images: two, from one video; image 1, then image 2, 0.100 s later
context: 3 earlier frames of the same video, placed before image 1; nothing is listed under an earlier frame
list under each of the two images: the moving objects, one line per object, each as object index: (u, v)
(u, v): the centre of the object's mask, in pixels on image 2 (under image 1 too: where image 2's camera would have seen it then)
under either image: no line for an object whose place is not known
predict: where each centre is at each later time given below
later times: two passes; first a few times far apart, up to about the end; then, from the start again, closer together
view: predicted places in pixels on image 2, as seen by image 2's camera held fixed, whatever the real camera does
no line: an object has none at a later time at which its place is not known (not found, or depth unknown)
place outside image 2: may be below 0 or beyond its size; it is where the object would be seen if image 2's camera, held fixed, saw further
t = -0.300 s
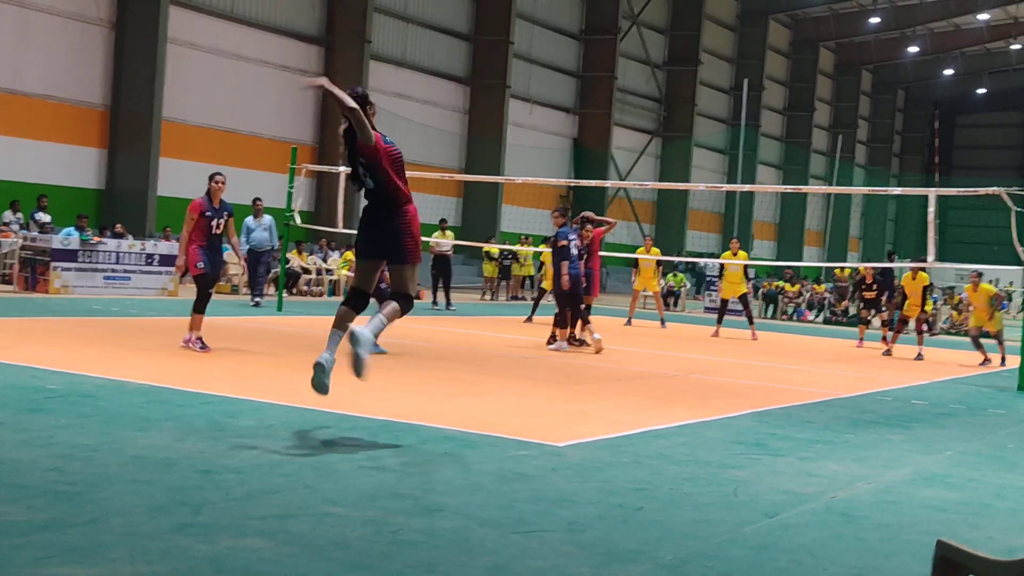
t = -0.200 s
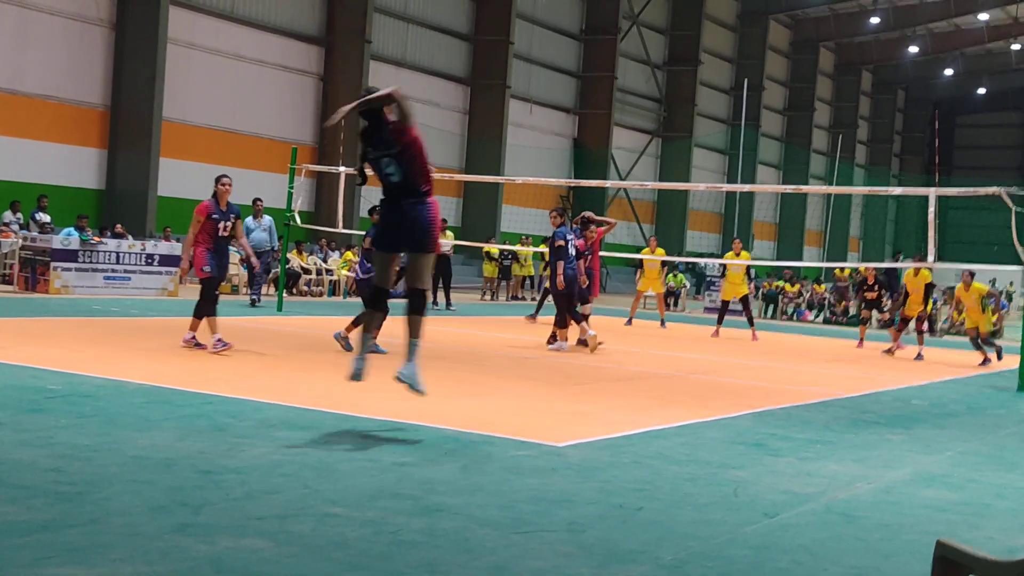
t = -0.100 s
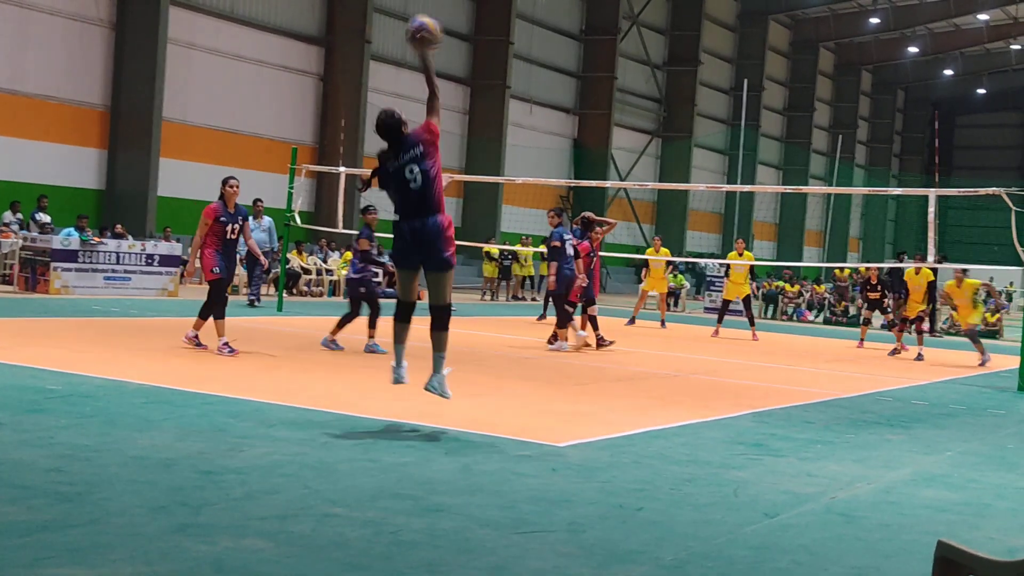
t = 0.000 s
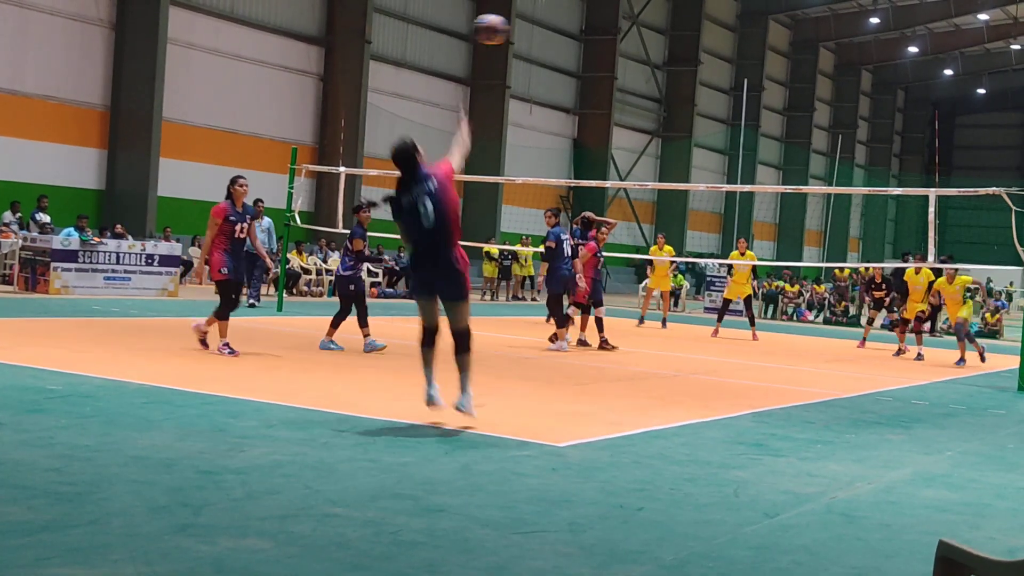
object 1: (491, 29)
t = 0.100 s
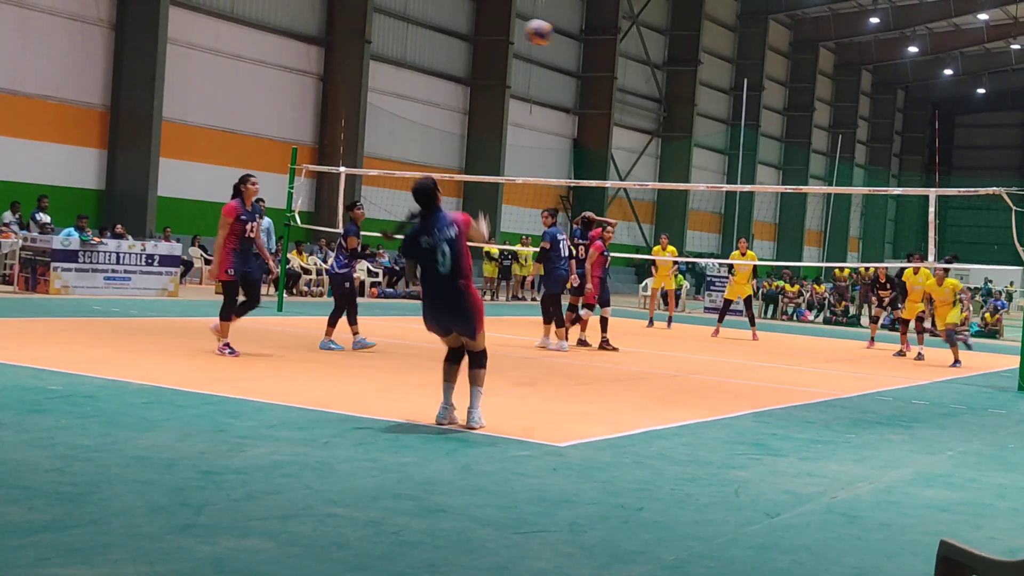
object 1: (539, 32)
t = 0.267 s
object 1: (594, 54)
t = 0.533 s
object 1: (650, 118)
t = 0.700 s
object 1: (674, 165)
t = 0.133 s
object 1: (551, 35)
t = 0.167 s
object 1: (563, 39)
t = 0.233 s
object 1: (584, 49)
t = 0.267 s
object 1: (594, 54)
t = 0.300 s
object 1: (602, 61)
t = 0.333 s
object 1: (610, 68)
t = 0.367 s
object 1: (617, 75)
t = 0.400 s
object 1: (624, 83)
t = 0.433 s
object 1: (631, 91)
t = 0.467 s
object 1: (637, 99)
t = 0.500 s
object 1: (643, 108)
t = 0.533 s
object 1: (650, 118)
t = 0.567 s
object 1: (654, 127)
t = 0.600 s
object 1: (659, 136)
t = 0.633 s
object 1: (665, 146)
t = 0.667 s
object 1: (669, 155)
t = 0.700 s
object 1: (674, 165)
